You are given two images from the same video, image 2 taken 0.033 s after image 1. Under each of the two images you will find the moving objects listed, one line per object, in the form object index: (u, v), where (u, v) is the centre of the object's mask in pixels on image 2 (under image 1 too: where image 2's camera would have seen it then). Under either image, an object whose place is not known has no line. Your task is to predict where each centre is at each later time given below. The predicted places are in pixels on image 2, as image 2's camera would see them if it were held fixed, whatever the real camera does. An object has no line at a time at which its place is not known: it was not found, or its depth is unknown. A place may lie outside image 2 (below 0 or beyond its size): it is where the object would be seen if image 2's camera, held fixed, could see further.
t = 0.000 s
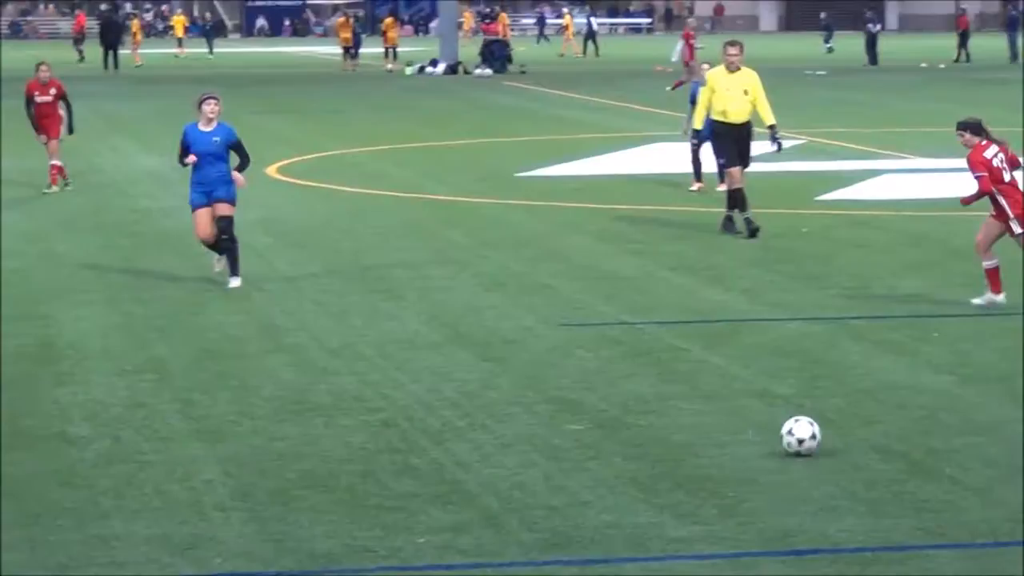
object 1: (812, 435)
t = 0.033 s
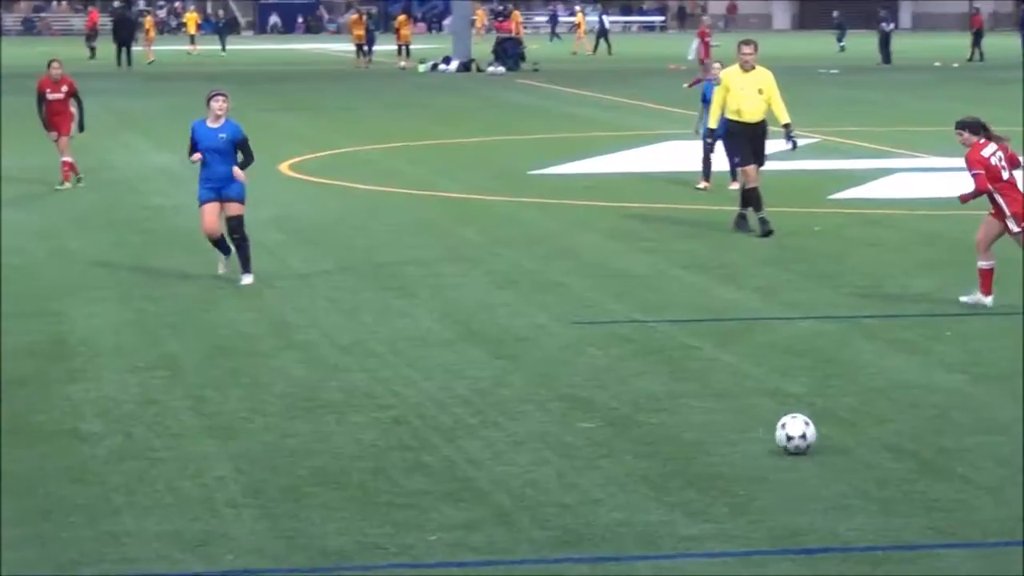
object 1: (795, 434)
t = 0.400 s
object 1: (612, 433)
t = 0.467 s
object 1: (582, 432)
